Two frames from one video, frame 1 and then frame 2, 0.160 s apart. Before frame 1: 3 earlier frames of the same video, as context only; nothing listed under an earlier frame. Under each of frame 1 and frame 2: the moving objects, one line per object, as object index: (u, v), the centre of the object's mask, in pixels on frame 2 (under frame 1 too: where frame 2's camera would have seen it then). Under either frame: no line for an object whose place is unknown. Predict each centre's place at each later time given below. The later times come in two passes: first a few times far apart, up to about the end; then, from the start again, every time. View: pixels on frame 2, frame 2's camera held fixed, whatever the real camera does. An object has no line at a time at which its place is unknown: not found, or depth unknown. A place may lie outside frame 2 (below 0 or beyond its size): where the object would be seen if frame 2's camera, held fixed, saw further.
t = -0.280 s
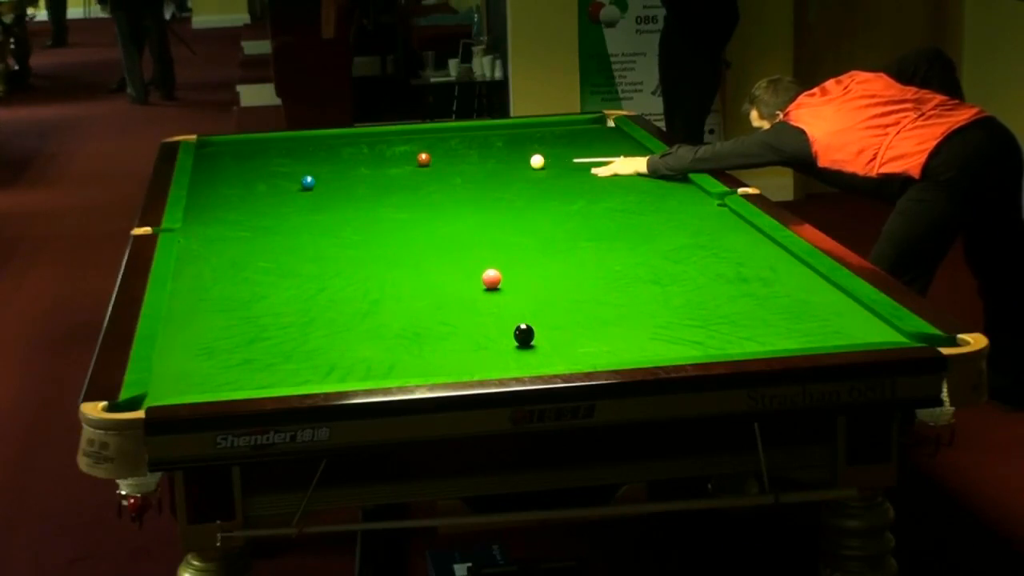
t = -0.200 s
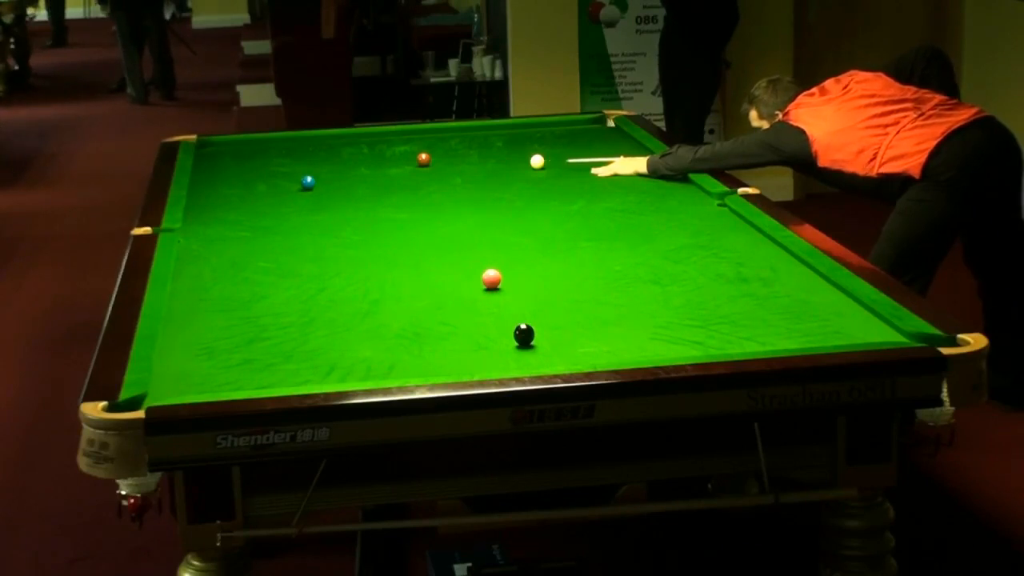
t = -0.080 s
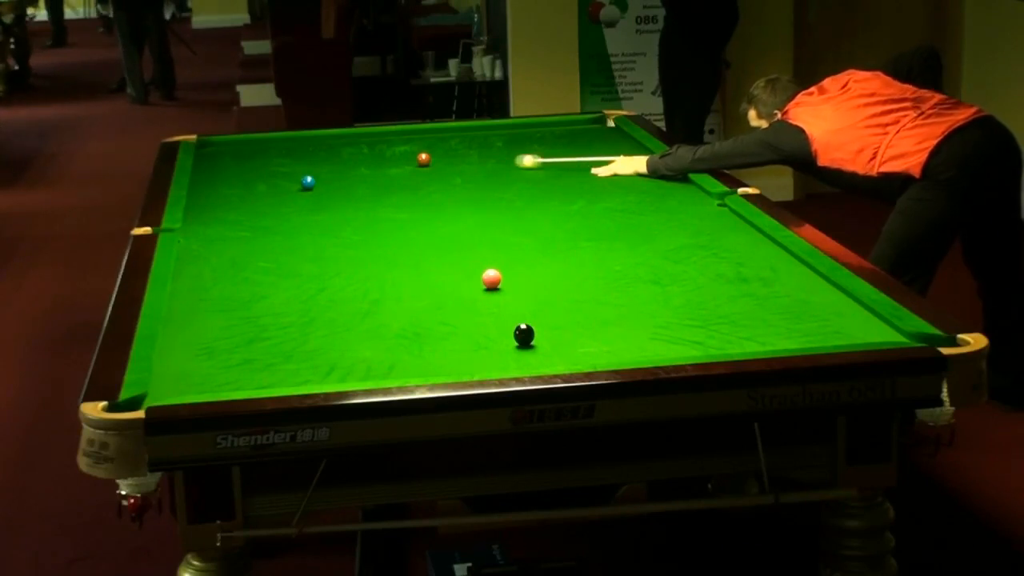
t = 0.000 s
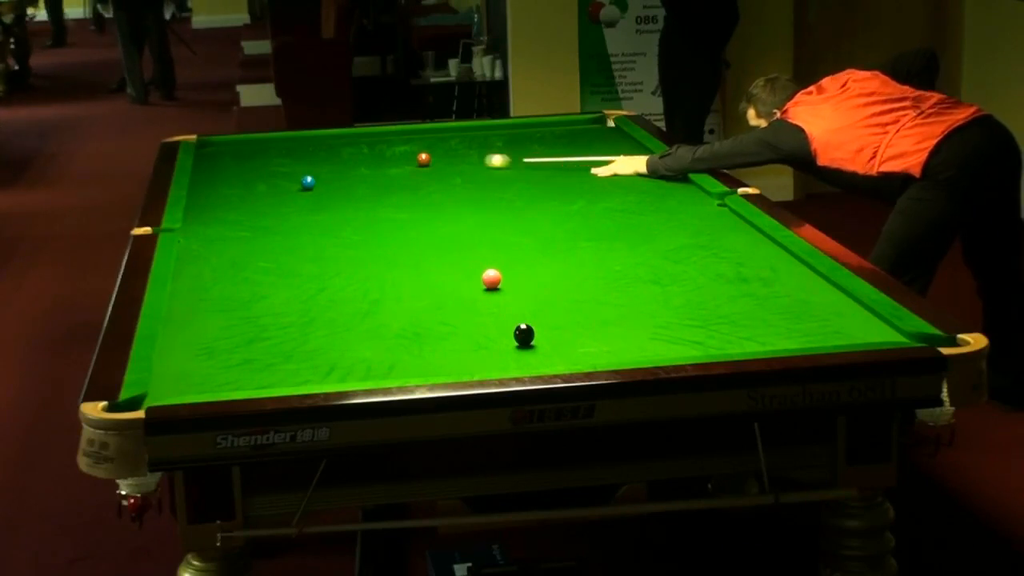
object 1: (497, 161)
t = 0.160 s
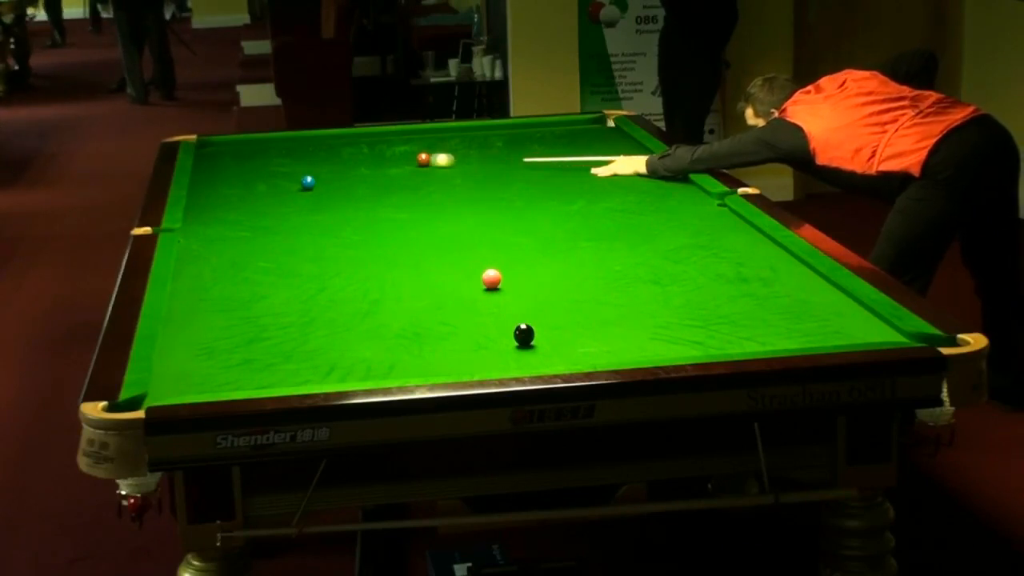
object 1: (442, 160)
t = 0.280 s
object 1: (425, 161)
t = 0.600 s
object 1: (385, 165)
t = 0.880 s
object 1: (352, 169)
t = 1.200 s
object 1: (316, 172)
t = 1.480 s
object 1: (286, 175)
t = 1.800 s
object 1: (254, 178)
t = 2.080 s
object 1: (229, 181)
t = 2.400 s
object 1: (202, 183)
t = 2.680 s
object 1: (205, 183)
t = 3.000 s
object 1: (219, 183)
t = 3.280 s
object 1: (230, 183)
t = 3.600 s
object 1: (239, 182)
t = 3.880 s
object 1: (245, 182)
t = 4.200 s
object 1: (249, 182)
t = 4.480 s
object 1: (251, 182)
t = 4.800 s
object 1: (251, 182)
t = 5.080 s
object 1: (251, 182)
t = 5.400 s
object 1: (251, 182)
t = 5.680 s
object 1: (251, 182)
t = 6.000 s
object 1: (251, 182)
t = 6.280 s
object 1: (251, 182)
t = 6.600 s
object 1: (251, 182)
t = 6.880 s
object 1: (251, 182)
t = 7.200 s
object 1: (251, 182)
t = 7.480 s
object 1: (251, 182)
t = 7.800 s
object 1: (251, 182)
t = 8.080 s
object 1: (251, 182)
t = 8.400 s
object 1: (251, 182)
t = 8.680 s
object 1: (251, 182)
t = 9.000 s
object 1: (251, 182)
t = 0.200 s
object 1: (433, 160)
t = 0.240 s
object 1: (429, 161)
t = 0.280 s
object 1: (425, 161)
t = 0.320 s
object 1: (420, 162)
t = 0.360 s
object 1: (415, 162)
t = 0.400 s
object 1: (410, 163)
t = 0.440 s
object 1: (405, 163)
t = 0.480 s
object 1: (400, 164)
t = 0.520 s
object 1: (395, 164)
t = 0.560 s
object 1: (390, 165)
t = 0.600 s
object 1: (385, 165)
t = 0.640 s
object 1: (380, 166)
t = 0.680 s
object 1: (376, 166)
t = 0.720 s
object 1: (371, 167)
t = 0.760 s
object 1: (366, 167)
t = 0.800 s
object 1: (361, 168)
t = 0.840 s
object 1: (357, 168)
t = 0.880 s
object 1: (352, 169)
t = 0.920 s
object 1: (347, 169)
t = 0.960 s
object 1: (343, 169)
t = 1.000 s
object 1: (338, 170)
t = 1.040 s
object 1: (334, 170)
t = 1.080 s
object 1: (329, 171)
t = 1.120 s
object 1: (325, 171)
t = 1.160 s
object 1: (320, 172)
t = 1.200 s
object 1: (316, 172)
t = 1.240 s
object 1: (312, 172)
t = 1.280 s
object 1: (307, 172)
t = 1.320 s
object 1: (302, 172)
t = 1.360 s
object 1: (298, 173)
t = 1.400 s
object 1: (294, 174)
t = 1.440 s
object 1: (290, 174)
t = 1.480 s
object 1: (286, 175)
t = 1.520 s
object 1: (282, 175)
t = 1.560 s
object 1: (278, 176)
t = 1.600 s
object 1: (274, 176)
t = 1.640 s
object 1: (270, 176)
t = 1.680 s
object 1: (266, 177)
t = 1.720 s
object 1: (262, 177)
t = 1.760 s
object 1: (258, 178)
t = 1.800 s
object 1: (254, 178)
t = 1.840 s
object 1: (251, 178)
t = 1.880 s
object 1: (247, 179)
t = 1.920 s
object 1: (243, 179)
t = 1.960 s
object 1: (239, 179)
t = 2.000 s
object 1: (236, 180)
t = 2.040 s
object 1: (232, 180)
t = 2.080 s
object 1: (229, 181)
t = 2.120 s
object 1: (225, 181)
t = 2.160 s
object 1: (222, 181)
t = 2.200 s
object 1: (218, 182)
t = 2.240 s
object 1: (215, 182)
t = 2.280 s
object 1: (211, 182)
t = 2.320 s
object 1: (208, 182)
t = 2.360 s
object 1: (205, 183)
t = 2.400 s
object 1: (202, 183)
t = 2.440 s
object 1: (198, 183)
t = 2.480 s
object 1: (196, 184)
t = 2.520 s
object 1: (197, 184)
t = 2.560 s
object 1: (199, 184)
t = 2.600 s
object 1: (201, 183)
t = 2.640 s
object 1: (203, 183)
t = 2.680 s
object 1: (205, 183)
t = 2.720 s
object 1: (207, 183)
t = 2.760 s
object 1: (209, 183)
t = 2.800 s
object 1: (211, 183)
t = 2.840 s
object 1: (213, 183)
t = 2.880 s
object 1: (214, 183)
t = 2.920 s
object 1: (216, 183)
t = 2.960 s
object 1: (218, 183)
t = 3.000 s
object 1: (219, 183)
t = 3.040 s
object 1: (221, 183)
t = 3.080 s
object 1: (222, 183)
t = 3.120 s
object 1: (224, 183)
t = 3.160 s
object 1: (225, 183)
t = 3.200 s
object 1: (227, 183)
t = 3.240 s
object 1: (228, 183)
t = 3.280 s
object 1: (230, 183)
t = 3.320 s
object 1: (231, 183)
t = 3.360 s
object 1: (232, 183)
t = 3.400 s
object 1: (233, 183)
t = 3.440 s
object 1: (234, 183)
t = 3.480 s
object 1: (236, 182)
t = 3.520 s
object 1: (237, 182)
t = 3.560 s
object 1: (238, 182)
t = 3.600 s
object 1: (239, 182)
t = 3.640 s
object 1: (240, 182)
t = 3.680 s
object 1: (241, 182)
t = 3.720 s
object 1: (241, 182)
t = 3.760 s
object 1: (242, 182)
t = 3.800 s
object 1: (243, 182)
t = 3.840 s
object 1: (244, 182)
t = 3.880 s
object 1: (245, 182)
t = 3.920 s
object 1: (246, 182)
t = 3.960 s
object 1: (246, 182)
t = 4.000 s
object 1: (247, 182)
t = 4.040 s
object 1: (247, 182)
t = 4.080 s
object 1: (248, 182)
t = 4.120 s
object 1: (248, 182)
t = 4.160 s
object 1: (249, 182)
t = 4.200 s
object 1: (249, 182)
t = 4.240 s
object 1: (250, 182)
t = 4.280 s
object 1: (250, 182)
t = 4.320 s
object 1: (250, 182)
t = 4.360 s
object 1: (250, 182)
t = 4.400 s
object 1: (250, 182)
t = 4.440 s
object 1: (251, 182)
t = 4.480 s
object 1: (251, 182)
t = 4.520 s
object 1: (251, 182)
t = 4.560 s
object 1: (251, 182)
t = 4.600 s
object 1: (251, 182)
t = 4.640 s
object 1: (251, 182)
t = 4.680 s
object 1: (251, 182)
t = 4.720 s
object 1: (251, 182)
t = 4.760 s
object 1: (251, 182)
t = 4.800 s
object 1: (251, 182)
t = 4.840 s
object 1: (251, 182)
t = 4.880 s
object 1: (251, 182)
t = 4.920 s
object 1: (251, 182)
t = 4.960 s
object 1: (251, 182)
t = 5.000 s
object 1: (251, 182)
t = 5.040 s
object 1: (251, 182)
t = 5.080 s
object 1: (251, 182)
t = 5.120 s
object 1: (251, 182)
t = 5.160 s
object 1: (251, 182)
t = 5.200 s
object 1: (251, 182)
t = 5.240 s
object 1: (251, 182)
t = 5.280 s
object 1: (251, 182)
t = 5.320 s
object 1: (251, 182)
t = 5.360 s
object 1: (251, 182)
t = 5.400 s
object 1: (251, 182)
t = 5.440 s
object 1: (251, 182)
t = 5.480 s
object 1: (251, 182)
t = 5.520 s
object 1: (251, 182)
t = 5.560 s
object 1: (251, 182)
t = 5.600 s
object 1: (251, 182)
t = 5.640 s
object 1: (251, 182)
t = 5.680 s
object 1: (251, 182)
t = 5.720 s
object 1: (251, 182)
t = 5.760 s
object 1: (251, 182)
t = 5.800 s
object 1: (251, 182)
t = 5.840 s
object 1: (251, 182)
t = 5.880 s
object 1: (251, 182)
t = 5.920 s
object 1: (251, 182)
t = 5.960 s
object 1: (251, 182)
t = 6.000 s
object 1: (251, 182)
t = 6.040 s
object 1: (251, 182)
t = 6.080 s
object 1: (251, 182)
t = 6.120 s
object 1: (251, 182)
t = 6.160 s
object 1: (251, 182)
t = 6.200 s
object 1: (251, 182)
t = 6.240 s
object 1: (251, 182)
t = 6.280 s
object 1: (251, 182)
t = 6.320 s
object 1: (251, 182)
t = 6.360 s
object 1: (251, 182)
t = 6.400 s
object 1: (251, 182)
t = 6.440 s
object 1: (251, 182)
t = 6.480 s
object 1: (251, 182)
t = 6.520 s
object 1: (251, 182)
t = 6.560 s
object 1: (251, 182)
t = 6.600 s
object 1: (251, 182)
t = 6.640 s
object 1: (251, 182)
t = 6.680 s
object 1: (251, 182)
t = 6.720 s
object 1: (251, 182)
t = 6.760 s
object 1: (251, 182)
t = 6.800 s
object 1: (251, 182)
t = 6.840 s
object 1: (251, 182)
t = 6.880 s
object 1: (251, 182)
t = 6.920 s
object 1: (251, 182)
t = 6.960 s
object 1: (251, 182)
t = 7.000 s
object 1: (251, 182)
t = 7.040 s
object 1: (251, 182)
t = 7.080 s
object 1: (251, 182)
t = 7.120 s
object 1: (251, 182)
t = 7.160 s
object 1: (251, 182)
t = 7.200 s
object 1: (251, 182)
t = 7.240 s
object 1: (251, 182)
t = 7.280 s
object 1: (251, 182)
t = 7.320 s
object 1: (251, 182)
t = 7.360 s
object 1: (251, 182)
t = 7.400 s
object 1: (251, 182)
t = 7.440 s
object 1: (251, 182)
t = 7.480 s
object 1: (251, 182)
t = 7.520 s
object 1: (251, 182)
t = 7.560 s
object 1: (251, 182)
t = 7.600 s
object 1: (251, 182)
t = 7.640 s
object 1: (251, 182)
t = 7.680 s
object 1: (251, 182)
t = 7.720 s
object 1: (251, 182)
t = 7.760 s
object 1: (251, 182)
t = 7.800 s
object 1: (251, 182)
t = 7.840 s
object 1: (251, 182)
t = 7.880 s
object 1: (251, 182)
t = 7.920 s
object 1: (251, 182)
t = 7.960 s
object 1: (251, 182)
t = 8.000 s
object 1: (251, 182)
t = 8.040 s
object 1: (251, 182)
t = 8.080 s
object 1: (251, 182)
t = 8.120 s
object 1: (251, 182)
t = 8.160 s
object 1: (251, 182)
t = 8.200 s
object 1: (251, 182)
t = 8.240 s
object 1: (251, 182)
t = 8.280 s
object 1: (251, 182)
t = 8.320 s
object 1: (251, 182)
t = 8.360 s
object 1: (251, 182)
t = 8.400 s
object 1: (251, 182)
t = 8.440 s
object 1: (251, 182)
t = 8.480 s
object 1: (251, 182)
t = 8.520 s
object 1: (251, 182)
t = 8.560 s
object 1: (251, 182)
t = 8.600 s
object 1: (251, 182)
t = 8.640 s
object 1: (251, 182)
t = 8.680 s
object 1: (251, 182)
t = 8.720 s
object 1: (251, 182)
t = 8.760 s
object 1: (251, 182)
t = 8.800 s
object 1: (251, 182)
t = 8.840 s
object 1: (251, 182)
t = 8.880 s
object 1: (251, 182)
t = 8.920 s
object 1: (251, 182)
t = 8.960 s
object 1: (251, 182)
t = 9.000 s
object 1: (251, 182)
